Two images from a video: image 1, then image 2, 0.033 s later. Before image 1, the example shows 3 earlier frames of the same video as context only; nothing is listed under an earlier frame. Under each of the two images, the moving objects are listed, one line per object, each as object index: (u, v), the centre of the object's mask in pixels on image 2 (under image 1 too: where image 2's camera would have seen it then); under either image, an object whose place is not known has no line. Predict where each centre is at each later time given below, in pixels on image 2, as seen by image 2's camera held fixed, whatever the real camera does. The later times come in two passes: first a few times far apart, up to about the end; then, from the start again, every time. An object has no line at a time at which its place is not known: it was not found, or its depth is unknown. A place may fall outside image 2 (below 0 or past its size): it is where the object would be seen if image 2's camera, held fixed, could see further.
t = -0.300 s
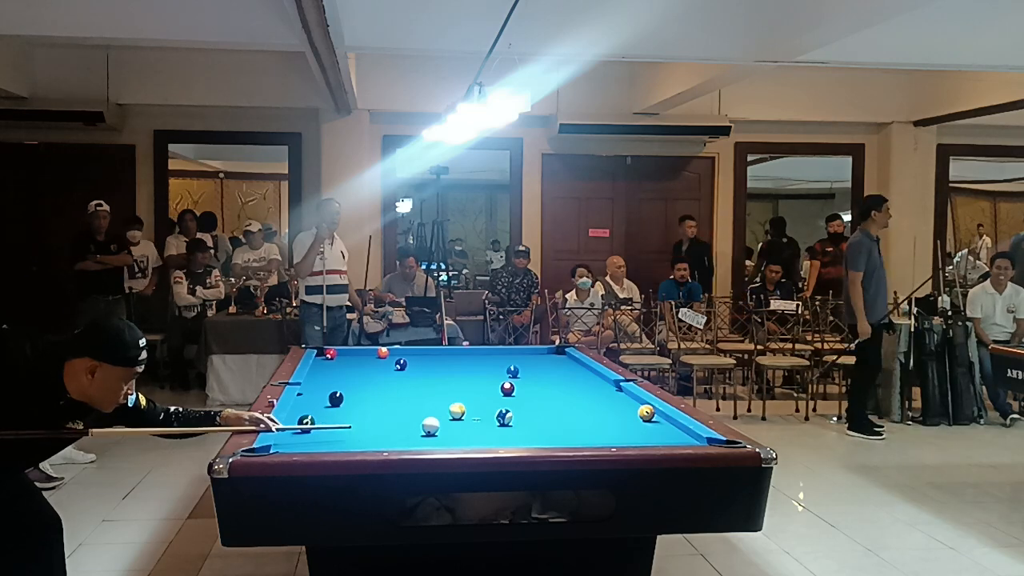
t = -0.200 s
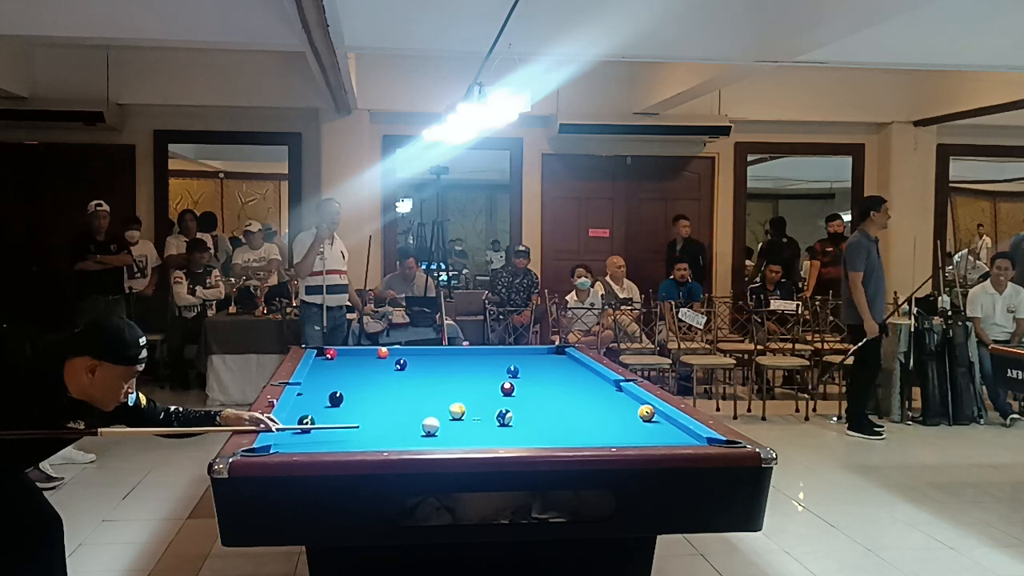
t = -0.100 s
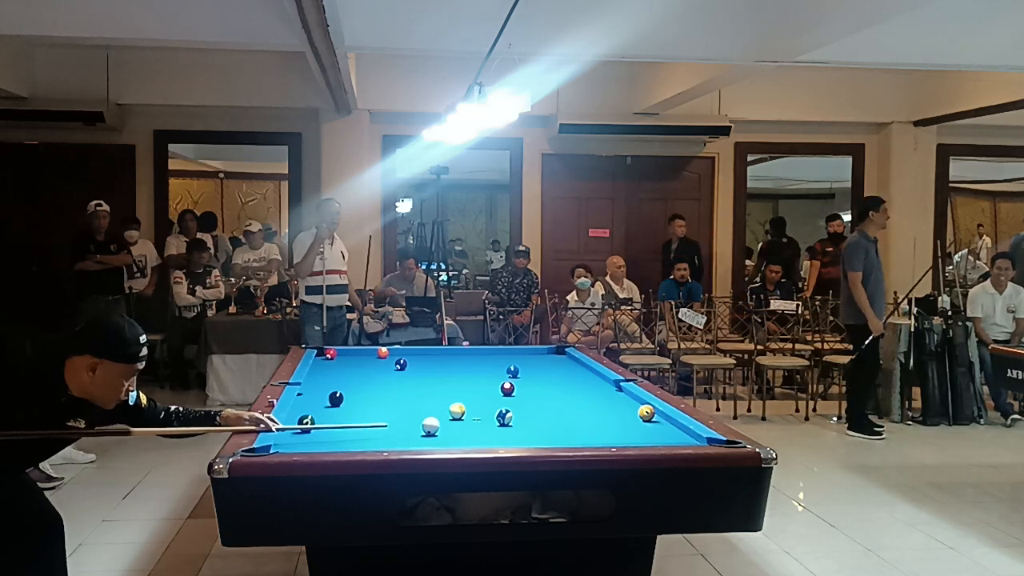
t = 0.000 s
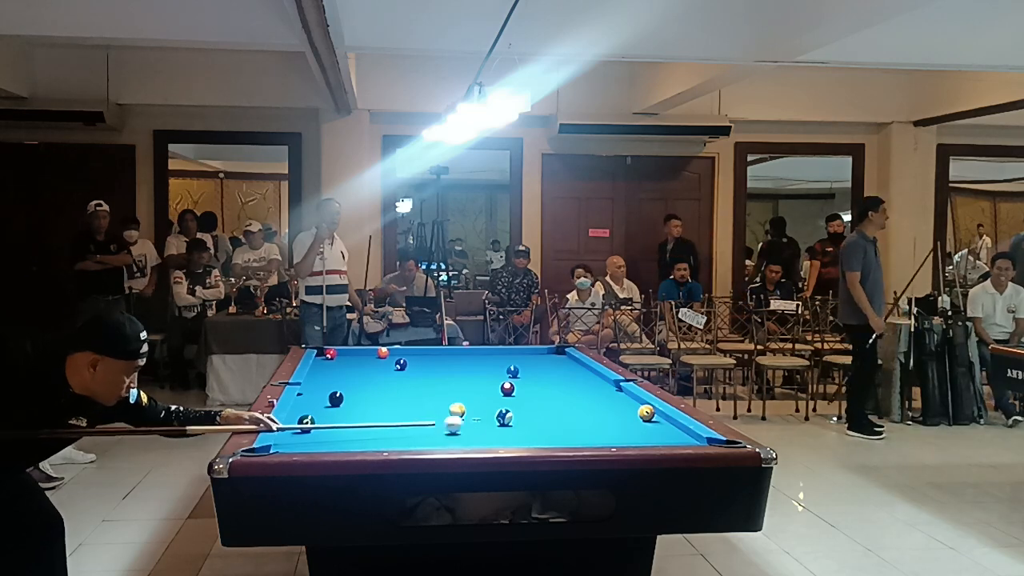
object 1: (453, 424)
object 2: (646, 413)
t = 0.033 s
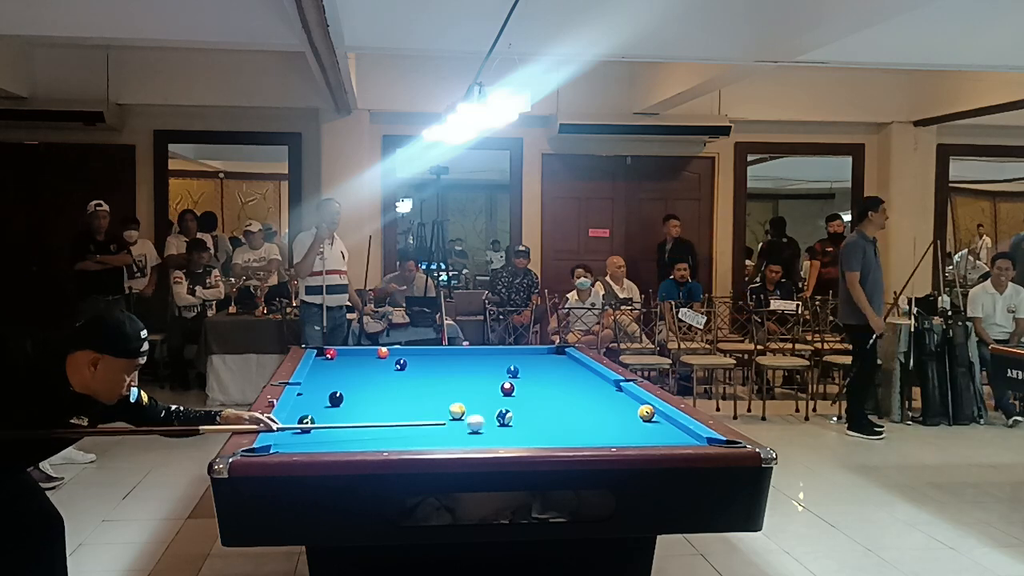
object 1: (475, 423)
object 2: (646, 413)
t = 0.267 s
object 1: (605, 416)
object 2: (646, 413)
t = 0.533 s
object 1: (641, 420)
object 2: (622, 407)
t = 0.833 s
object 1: (605, 426)
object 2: (578, 402)
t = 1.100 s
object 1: (572, 432)
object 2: (542, 398)
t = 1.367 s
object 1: (538, 436)
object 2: (509, 395)
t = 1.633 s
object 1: (504, 439)
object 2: (479, 391)
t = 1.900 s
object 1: (470, 441)
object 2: (451, 388)
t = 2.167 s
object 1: (440, 441)
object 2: (426, 386)
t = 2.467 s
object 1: (409, 440)
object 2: (399, 382)
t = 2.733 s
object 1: (384, 439)
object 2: (378, 380)
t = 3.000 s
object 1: (360, 439)
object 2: (359, 378)
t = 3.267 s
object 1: (339, 438)
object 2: (341, 375)
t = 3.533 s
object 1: (319, 437)
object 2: (325, 374)
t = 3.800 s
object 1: (302, 436)
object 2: (316, 372)
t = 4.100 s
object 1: (288, 435)
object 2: (324, 370)
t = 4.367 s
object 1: (296, 434)
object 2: (331, 370)
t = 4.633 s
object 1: (302, 433)
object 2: (338, 369)
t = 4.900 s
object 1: (307, 432)
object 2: (343, 368)
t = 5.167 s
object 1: (309, 432)
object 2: (348, 368)
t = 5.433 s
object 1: (311, 432)
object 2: (351, 368)
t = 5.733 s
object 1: (311, 432)
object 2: (355, 368)
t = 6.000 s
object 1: (311, 432)
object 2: (357, 368)
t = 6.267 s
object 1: (311, 432)
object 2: (358, 367)
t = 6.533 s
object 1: (311, 432)
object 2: (358, 367)
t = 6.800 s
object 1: (311, 432)
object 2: (358, 367)
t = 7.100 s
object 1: (311, 432)
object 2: (358, 367)
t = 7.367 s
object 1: (311, 432)
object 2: (358, 367)
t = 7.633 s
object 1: (311, 432)
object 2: (358, 367)
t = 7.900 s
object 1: (311, 432)
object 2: (358, 367)
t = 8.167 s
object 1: (311, 432)
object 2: (358, 367)
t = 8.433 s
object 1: (311, 432)
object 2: (358, 367)
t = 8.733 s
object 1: (311, 432)
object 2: (358, 367)
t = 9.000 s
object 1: (311, 432)
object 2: (358, 367)
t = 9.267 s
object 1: (311, 432)
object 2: (358, 367)
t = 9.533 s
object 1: (311, 432)
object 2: (358, 367)
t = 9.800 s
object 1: (311, 432)
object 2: (358, 367)
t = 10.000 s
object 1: (311, 432)
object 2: (358, 367)
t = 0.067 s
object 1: (495, 422)
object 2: (646, 413)
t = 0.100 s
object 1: (515, 421)
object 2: (646, 413)
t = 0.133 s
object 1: (534, 420)
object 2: (646, 413)
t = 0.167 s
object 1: (552, 419)
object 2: (646, 413)
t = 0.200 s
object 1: (570, 418)
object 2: (646, 413)
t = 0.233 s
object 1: (588, 417)
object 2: (646, 413)
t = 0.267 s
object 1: (605, 416)
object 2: (646, 413)
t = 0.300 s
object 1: (622, 415)
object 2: (646, 413)
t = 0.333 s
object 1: (639, 415)
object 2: (649, 411)
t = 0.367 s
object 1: (649, 415)
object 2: (654, 407)
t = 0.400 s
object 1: (659, 417)
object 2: (645, 410)
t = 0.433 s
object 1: (657, 418)
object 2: (638, 409)
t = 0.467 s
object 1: (652, 419)
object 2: (632, 409)
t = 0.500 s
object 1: (647, 420)
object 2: (627, 408)
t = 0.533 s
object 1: (641, 420)
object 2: (622, 407)
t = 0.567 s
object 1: (637, 421)
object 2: (617, 407)
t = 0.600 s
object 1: (633, 422)
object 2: (612, 406)
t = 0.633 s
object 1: (629, 422)
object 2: (607, 406)
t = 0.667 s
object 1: (625, 423)
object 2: (602, 405)
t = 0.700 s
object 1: (621, 423)
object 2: (597, 404)
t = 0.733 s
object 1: (617, 424)
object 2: (592, 404)
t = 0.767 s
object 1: (613, 425)
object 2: (587, 404)
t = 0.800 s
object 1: (609, 426)
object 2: (582, 403)
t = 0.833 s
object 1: (605, 426)
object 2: (578, 402)
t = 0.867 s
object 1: (601, 427)
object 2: (573, 402)
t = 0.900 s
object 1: (596, 428)
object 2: (569, 401)
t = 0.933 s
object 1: (592, 428)
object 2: (564, 401)
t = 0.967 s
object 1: (588, 429)
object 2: (560, 400)
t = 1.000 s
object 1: (584, 430)
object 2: (555, 400)
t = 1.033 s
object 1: (580, 430)
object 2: (551, 399)
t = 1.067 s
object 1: (576, 431)
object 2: (546, 399)
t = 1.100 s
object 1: (572, 432)
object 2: (542, 398)
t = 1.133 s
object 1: (567, 432)
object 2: (537, 398)
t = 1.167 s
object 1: (563, 433)
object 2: (534, 397)
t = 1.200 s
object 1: (559, 433)
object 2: (530, 397)
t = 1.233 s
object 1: (555, 434)
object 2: (525, 396)
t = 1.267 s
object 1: (551, 434)
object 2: (522, 396)
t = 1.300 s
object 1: (547, 435)
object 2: (517, 395)
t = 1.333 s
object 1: (542, 435)
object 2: (513, 395)
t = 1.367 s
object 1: (538, 436)
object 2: (509, 395)
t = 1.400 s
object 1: (534, 436)
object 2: (505, 394)
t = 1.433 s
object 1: (530, 437)
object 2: (501, 394)
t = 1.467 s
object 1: (526, 437)
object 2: (498, 393)
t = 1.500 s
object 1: (521, 438)
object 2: (494, 393)
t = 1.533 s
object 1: (517, 438)
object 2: (490, 392)
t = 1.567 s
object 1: (513, 438)
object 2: (486, 392)
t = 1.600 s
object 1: (509, 439)
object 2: (483, 392)
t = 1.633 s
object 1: (504, 439)
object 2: (479, 391)
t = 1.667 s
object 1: (500, 439)
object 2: (475, 391)
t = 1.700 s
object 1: (495, 440)
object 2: (472, 391)
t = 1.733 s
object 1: (491, 440)
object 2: (468, 390)
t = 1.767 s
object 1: (487, 440)
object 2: (465, 390)
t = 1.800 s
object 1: (482, 441)
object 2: (461, 389)
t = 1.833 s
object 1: (478, 441)
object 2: (458, 389)
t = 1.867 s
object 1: (474, 441)
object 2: (455, 389)
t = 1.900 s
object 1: (470, 441)
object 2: (451, 388)
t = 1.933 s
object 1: (466, 441)
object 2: (448, 388)
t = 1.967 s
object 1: (462, 441)
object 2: (445, 388)
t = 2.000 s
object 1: (459, 441)
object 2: (442, 387)
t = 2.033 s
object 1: (455, 441)
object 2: (438, 387)
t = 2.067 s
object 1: (451, 441)
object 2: (435, 386)
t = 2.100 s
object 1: (447, 441)
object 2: (432, 386)
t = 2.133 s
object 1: (444, 441)
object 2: (429, 386)
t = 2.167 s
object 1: (440, 441)
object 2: (426, 386)
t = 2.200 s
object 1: (437, 441)
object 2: (423, 385)
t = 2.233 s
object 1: (433, 441)
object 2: (420, 385)
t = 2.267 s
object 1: (430, 441)
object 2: (417, 384)
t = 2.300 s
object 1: (426, 440)
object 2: (414, 384)
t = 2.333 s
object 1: (422, 440)
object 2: (411, 384)
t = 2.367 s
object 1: (419, 440)
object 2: (408, 383)
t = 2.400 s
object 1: (416, 440)
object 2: (405, 383)
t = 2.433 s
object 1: (412, 440)
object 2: (402, 383)
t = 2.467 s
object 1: (409, 440)
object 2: (399, 382)
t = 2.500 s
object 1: (406, 440)
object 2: (397, 382)
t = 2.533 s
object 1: (402, 440)
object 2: (394, 382)
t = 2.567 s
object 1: (400, 440)
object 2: (391, 381)
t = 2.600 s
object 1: (396, 440)
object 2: (389, 381)
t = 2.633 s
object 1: (393, 440)
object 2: (386, 381)
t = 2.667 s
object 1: (390, 440)
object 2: (383, 381)
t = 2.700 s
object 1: (387, 440)
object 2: (381, 380)
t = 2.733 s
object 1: (384, 439)
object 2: (378, 380)
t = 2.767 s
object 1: (380, 439)
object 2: (376, 379)
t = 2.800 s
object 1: (377, 439)
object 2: (373, 379)
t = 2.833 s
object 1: (375, 439)
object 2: (371, 379)
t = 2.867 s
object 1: (372, 439)
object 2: (368, 379)
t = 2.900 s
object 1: (369, 439)
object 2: (366, 378)
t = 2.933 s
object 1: (366, 439)
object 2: (363, 378)
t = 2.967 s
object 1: (363, 439)
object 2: (361, 378)
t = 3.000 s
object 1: (360, 439)
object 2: (359, 378)
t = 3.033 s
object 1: (357, 439)
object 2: (356, 377)
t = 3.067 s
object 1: (355, 439)
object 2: (354, 377)
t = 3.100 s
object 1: (352, 439)
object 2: (352, 377)
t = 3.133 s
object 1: (349, 438)
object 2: (350, 376)
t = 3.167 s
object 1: (347, 439)
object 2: (347, 376)
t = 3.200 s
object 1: (344, 438)
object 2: (345, 376)
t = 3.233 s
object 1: (342, 438)
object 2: (343, 376)
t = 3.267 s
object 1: (339, 438)
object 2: (341, 375)
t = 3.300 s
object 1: (336, 438)
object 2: (339, 375)
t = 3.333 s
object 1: (334, 438)
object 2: (337, 375)
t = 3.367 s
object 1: (332, 438)
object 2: (335, 375)
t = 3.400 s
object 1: (329, 438)
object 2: (333, 374)
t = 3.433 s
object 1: (327, 438)
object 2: (331, 374)
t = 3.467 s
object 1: (324, 437)
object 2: (329, 374)
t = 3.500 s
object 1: (322, 437)
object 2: (327, 374)
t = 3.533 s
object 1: (319, 437)
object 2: (325, 374)
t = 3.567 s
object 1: (317, 437)
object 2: (323, 373)
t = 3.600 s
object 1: (315, 437)
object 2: (321, 373)
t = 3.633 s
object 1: (312, 437)
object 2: (319, 373)
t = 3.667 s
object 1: (310, 437)
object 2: (318, 372)
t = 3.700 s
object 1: (308, 437)
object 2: (316, 372)
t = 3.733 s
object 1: (306, 437)
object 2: (314, 372)
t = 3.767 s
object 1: (304, 437)
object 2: (315, 372)
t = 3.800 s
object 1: (302, 436)
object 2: (316, 372)
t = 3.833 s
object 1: (300, 436)
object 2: (316, 372)
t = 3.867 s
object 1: (298, 436)
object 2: (317, 371)
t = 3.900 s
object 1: (296, 436)
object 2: (318, 371)
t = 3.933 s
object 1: (294, 436)
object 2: (320, 371)
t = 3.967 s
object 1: (292, 436)
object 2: (321, 371)
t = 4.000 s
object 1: (290, 435)
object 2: (321, 371)
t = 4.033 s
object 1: (288, 435)
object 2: (322, 371)
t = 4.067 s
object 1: (287, 436)
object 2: (323, 371)
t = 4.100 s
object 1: (288, 435)
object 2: (324, 370)
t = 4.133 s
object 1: (289, 435)
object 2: (325, 370)
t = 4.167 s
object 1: (290, 435)
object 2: (326, 370)
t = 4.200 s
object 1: (291, 435)
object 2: (327, 370)
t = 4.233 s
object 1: (292, 435)
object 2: (328, 370)
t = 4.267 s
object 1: (293, 435)
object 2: (329, 370)
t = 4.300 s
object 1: (294, 435)
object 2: (329, 370)
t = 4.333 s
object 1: (295, 435)
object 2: (330, 370)
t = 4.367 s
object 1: (296, 434)
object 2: (331, 370)
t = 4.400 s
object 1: (297, 435)
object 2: (332, 370)
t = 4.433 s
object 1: (298, 434)
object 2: (333, 369)
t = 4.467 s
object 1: (298, 434)
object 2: (334, 369)
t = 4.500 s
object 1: (299, 434)
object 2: (334, 369)
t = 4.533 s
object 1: (300, 434)
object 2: (335, 369)
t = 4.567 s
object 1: (301, 434)
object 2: (336, 369)
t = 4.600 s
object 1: (301, 434)
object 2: (337, 369)
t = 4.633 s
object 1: (302, 433)
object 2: (338, 369)
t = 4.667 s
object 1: (303, 433)
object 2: (338, 369)
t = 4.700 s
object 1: (304, 433)
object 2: (339, 369)
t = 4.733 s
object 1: (304, 433)
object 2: (340, 369)
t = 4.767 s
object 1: (305, 433)
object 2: (340, 369)
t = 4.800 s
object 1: (305, 433)
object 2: (341, 369)
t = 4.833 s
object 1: (305, 433)
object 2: (342, 369)
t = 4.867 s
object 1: (306, 432)
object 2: (342, 369)
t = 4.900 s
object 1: (307, 432)
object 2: (343, 368)
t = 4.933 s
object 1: (307, 432)
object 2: (344, 368)
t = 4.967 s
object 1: (307, 432)
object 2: (344, 368)
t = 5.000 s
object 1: (308, 432)
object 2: (345, 368)
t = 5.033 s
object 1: (308, 432)
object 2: (345, 368)
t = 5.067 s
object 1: (309, 432)
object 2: (346, 368)
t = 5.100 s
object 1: (309, 432)
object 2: (347, 368)
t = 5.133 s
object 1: (309, 432)
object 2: (347, 368)
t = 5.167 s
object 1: (309, 432)
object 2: (348, 368)
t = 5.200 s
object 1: (309, 432)
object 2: (348, 368)
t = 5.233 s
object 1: (309, 432)
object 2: (349, 368)
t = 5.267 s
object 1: (310, 432)
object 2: (349, 368)
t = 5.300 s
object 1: (310, 432)
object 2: (350, 368)
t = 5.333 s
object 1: (310, 432)
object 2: (350, 368)
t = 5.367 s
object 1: (310, 432)
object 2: (351, 368)
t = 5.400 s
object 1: (311, 432)
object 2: (351, 368)
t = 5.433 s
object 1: (311, 432)
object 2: (351, 368)
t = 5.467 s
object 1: (311, 432)
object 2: (352, 368)
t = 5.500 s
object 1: (311, 432)
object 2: (352, 368)
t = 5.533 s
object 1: (311, 432)
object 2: (353, 368)
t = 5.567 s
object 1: (311, 432)
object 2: (353, 368)
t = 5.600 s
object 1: (311, 432)
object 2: (353, 368)
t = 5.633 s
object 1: (311, 432)
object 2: (354, 368)
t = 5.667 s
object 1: (311, 432)
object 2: (354, 368)
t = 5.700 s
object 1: (311, 432)
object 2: (354, 368)
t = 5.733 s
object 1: (311, 432)
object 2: (355, 368)
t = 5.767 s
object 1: (311, 432)
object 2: (355, 368)
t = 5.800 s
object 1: (311, 432)
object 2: (355, 368)
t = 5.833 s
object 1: (311, 432)
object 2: (356, 368)
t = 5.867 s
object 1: (311, 432)
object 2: (356, 368)
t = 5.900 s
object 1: (311, 432)
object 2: (356, 368)
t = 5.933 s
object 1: (311, 432)
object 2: (357, 368)
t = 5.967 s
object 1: (311, 432)
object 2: (357, 368)
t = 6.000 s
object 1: (311, 432)
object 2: (357, 368)
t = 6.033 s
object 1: (311, 432)
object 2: (357, 367)
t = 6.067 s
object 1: (311, 432)
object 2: (357, 367)
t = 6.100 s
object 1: (311, 432)
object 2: (357, 367)
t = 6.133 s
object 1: (311, 432)
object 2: (358, 367)
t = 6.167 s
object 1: (311, 432)
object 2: (358, 367)
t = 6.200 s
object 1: (311, 432)
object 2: (358, 367)
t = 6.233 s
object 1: (311, 432)
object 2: (358, 367)
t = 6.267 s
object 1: (311, 432)
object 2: (358, 367)
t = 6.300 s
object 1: (311, 432)
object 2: (358, 367)
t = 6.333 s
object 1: (311, 432)
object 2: (358, 367)
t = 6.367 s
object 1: (311, 432)
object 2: (358, 367)
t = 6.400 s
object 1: (311, 432)
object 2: (358, 367)
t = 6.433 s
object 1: (311, 432)
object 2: (358, 367)
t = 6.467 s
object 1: (311, 432)
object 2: (358, 367)
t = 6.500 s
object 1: (311, 432)
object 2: (358, 367)
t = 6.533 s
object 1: (311, 432)
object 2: (358, 367)
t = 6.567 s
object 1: (311, 432)
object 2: (358, 367)
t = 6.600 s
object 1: (311, 432)
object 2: (358, 367)
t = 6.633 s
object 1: (311, 432)
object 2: (358, 367)
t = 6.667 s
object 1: (311, 432)
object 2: (358, 367)
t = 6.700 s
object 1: (311, 432)
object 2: (358, 367)
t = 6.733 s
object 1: (311, 432)
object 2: (358, 367)
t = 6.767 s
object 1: (311, 432)
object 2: (358, 367)
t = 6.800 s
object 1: (311, 432)
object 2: (358, 367)
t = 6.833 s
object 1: (311, 432)
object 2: (358, 367)
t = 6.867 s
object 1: (311, 432)
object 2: (358, 367)
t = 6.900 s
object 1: (311, 432)
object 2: (358, 367)
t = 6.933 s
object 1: (311, 432)
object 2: (358, 367)
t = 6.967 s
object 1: (311, 432)
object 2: (358, 367)
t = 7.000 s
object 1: (311, 432)
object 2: (358, 367)
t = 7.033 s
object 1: (311, 432)
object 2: (358, 367)
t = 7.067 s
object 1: (311, 432)
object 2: (358, 367)
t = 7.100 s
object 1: (311, 432)
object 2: (358, 367)
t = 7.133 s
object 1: (311, 432)
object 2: (358, 367)
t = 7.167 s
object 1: (311, 432)
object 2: (358, 367)
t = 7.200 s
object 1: (311, 432)
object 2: (358, 367)
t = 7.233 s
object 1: (311, 432)
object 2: (358, 367)
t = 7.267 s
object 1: (311, 432)
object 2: (358, 367)
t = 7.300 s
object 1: (311, 432)
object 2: (358, 367)
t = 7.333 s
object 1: (311, 432)
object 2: (358, 367)
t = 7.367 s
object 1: (311, 432)
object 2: (358, 367)
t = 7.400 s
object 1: (311, 432)
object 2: (358, 367)
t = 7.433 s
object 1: (311, 432)
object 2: (358, 367)
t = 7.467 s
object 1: (311, 432)
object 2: (358, 367)
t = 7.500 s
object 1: (311, 432)
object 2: (358, 367)
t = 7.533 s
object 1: (311, 432)
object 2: (358, 367)
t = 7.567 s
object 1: (311, 432)
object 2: (358, 367)
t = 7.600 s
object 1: (311, 432)
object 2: (358, 367)
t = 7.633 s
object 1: (311, 432)
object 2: (358, 367)
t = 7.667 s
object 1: (311, 432)
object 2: (358, 367)
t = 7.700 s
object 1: (311, 432)
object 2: (358, 367)
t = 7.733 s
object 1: (311, 432)
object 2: (358, 367)
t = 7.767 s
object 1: (311, 432)
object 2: (358, 367)
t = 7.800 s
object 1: (311, 432)
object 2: (358, 367)
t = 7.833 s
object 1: (311, 432)
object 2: (358, 367)
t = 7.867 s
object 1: (311, 432)
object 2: (358, 367)
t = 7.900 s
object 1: (311, 432)
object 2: (358, 367)
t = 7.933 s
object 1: (311, 432)
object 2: (358, 367)
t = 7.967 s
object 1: (311, 432)
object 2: (358, 367)
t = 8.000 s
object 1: (311, 432)
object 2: (358, 367)
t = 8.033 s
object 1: (311, 432)
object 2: (358, 367)
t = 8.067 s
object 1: (311, 432)
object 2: (358, 367)
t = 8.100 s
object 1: (311, 432)
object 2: (358, 367)
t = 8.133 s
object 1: (311, 432)
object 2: (358, 367)
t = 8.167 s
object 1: (311, 432)
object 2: (358, 367)
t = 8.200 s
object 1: (311, 432)
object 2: (358, 367)
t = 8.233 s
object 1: (311, 432)
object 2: (358, 367)
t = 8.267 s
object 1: (311, 432)
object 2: (358, 367)
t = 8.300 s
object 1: (311, 432)
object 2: (358, 367)
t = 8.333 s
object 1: (311, 432)
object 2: (358, 367)
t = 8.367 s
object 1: (311, 432)
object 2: (358, 367)
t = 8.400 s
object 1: (311, 432)
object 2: (358, 367)
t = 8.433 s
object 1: (311, 432)
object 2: (358, 367)
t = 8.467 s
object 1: (311, 432)
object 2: (358, 367)
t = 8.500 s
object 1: (311, 432)
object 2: (358, 367)
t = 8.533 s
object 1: (311, 432)
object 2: (358, 367)
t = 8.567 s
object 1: (311, 432)
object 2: (358, 367)
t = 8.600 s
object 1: (311, 432)
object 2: (358, 367)
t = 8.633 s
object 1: (311, 432)
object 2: (358, 367)
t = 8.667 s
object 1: (311, 432)
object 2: (358, 367)
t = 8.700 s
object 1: (311, 432)
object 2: (358, 367)
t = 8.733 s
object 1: (311, 432)
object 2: (358, 367)
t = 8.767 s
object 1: (311, 432)
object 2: (358, 367)
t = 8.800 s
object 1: (311, 432)
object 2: (358, 367)
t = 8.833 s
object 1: (311, 432)
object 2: (358, 367)
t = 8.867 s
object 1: (311, 432)
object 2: (358, 367)
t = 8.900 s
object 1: (311, 432)
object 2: (358, 367)
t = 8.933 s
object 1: (311, 432)
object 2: (358, 367)
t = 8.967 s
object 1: (311, 432)
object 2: (358, 367)
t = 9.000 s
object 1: (311, 432)
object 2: (358, 367)
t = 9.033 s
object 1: (311, 432)
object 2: (358, 367)
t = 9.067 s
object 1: (311, 432)
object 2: (358, 367)
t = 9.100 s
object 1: (311, 432)
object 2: (358, 367)
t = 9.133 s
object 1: (311, 432)
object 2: (358, 367)
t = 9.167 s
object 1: (311, 432)
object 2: (358, 367)
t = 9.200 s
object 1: (311, 432)
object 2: (358, 367)
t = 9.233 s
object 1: (311, 432)
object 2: (358, 367)
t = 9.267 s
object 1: (311, 432)
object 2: (358, 367)
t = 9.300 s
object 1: (311, 432)
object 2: (358, 367)
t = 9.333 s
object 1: (311, 432)
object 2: (358, 367)
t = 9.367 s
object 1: (311, 432)
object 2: (358, 367)
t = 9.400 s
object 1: (311, 432)
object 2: (358, 367)
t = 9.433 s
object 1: (311, 432)
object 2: (358, 367)
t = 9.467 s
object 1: (311, 432)
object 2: (358, 367)
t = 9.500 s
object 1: (311, 432)
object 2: (358, 367)
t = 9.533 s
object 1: (311, 432)
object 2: (358, 367)
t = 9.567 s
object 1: (311, 432)
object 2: (358, 367)
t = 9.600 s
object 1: (311, 432)
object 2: (358, 367)
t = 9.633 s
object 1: (311, 432)
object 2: (358, 367)
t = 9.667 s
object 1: (311, 432)
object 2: (358, 367)
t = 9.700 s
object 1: (311, 432)
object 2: (358, 367)
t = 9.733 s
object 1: (311, 432)
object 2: (358, 367)
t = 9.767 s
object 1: (311, 432)
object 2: (358, 367)
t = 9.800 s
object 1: (311, 432)
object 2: (358, 367)
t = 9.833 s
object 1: (311, 432)
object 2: (358, 367)
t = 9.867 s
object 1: (311, 432)
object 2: (358, 367)
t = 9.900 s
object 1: (311, 432)
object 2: (358, 367)
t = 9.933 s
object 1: (311, 432)
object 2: (358, 367)
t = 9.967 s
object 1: (311, 432)
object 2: (358, 367)
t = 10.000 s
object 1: (311, 432)
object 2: (358, 367)
